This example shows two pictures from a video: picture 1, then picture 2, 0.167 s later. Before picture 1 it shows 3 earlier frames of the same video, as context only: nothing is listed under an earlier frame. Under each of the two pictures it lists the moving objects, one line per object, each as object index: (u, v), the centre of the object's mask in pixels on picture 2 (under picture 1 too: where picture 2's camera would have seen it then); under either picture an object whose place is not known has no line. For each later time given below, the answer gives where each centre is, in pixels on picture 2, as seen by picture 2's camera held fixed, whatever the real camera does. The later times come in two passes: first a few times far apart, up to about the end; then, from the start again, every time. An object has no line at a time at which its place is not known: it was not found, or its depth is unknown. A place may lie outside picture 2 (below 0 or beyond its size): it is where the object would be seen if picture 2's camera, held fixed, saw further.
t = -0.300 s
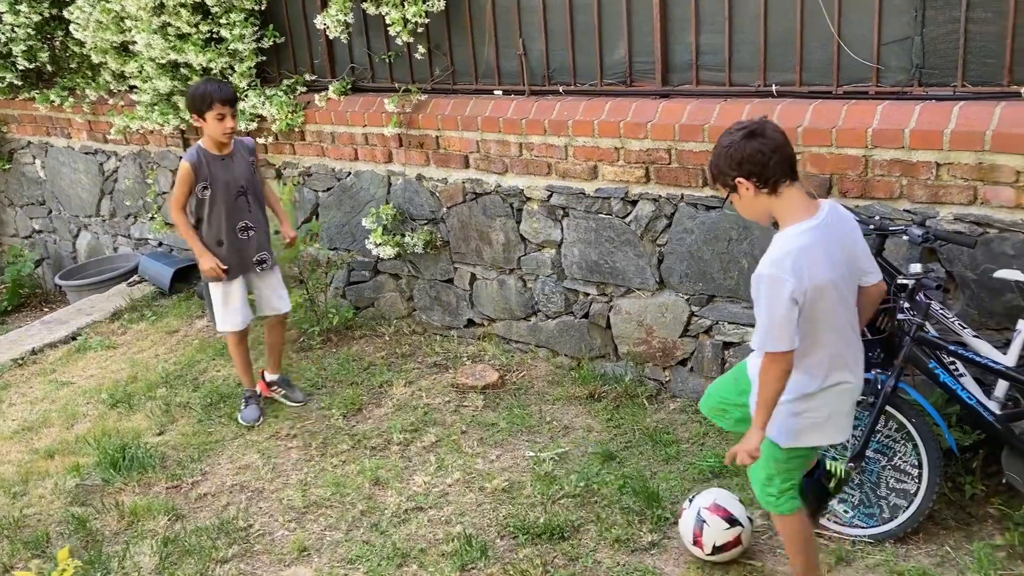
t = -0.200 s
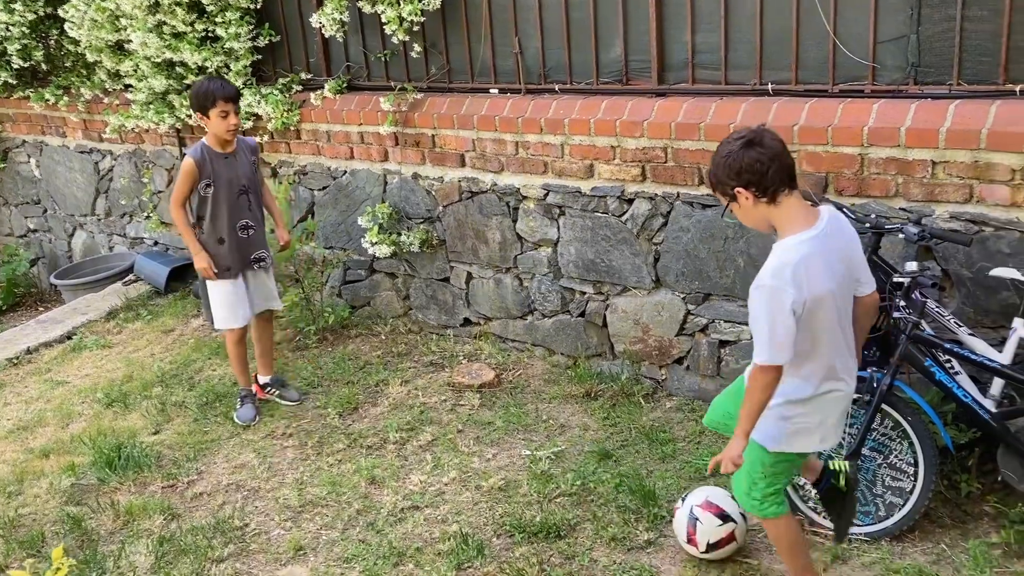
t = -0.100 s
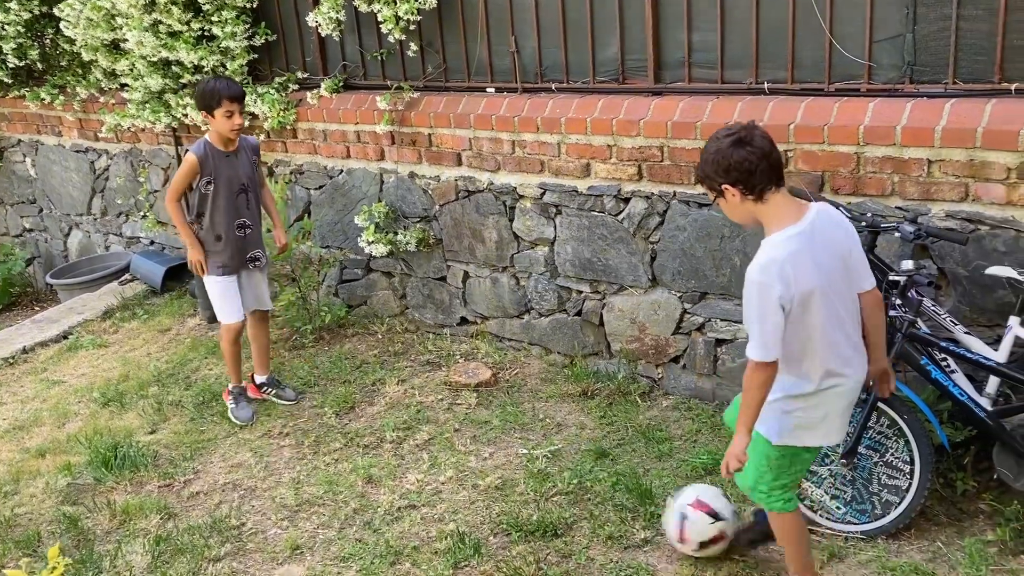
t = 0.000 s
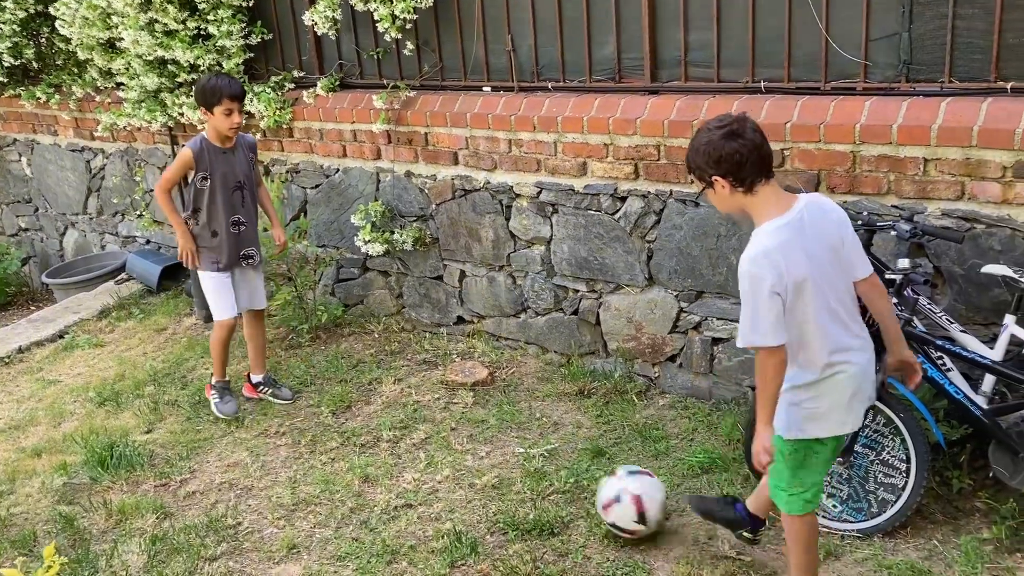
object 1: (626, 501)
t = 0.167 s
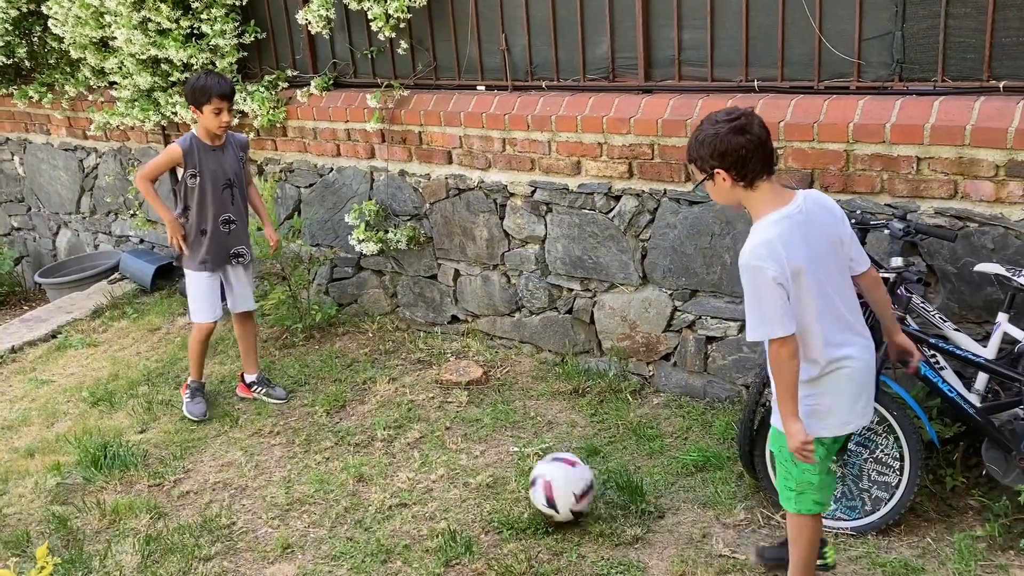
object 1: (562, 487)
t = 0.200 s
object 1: (558, 483)
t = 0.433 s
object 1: (524, 478)
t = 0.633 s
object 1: (496, 465)
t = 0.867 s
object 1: (472, 455)
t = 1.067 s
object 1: (453, 452)
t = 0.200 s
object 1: (558, 483)
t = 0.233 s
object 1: (553, 481)
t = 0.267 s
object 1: (548, 482)
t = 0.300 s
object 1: (544, 482)
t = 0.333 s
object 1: (538, 482)
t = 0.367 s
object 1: (532, 480)
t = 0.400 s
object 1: (528, 479)
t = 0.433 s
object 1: (524, 478)
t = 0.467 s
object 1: (519, 474)
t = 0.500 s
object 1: (515, 472)
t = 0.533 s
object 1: (510, 470)
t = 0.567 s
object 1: (505, 468)
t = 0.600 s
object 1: (501, 466)
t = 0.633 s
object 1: (496, 465)
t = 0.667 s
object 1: (492, 462)
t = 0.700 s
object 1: (488, 461)
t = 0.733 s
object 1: (485, 459)
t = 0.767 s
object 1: (482, 458)
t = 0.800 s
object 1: (478, 456)
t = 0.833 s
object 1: (474, 455)
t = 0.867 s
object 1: (472, 455)
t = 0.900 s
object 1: (468, 455)
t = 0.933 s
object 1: (466, 455)
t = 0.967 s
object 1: (463, 456)
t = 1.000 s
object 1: (459, 455)
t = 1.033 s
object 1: (455, 453)
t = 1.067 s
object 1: (453, 452)
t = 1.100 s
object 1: (450, 451)
